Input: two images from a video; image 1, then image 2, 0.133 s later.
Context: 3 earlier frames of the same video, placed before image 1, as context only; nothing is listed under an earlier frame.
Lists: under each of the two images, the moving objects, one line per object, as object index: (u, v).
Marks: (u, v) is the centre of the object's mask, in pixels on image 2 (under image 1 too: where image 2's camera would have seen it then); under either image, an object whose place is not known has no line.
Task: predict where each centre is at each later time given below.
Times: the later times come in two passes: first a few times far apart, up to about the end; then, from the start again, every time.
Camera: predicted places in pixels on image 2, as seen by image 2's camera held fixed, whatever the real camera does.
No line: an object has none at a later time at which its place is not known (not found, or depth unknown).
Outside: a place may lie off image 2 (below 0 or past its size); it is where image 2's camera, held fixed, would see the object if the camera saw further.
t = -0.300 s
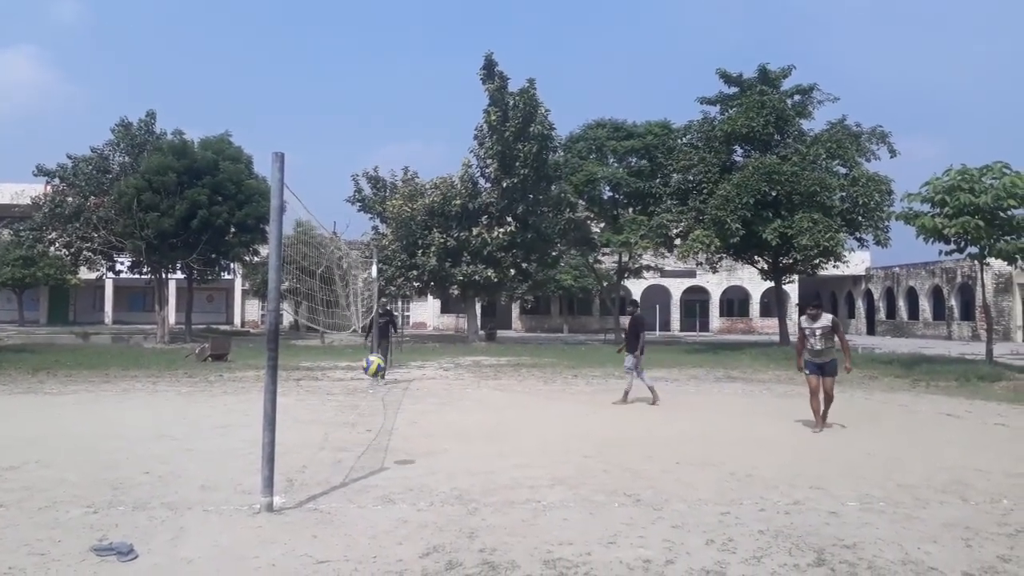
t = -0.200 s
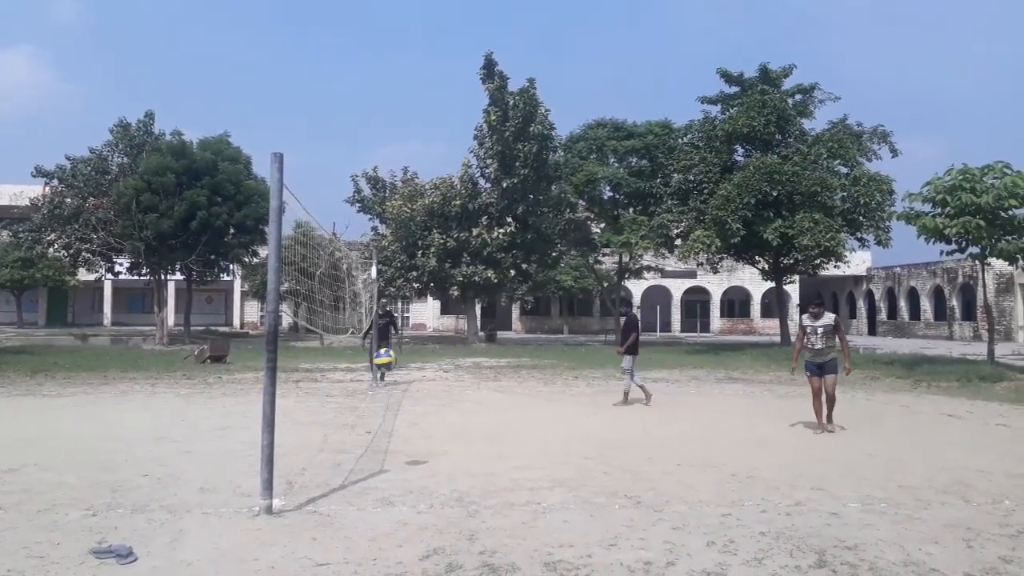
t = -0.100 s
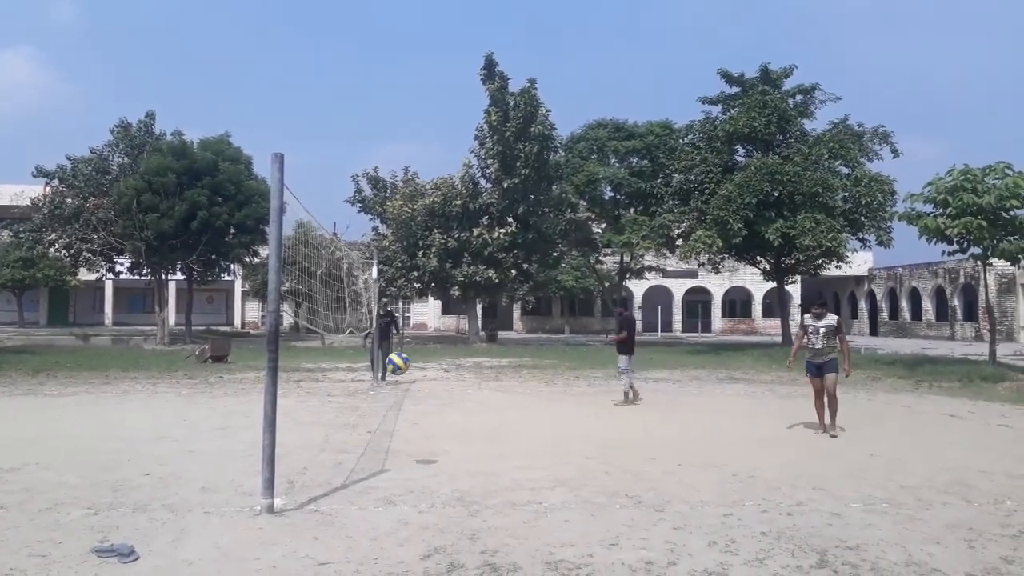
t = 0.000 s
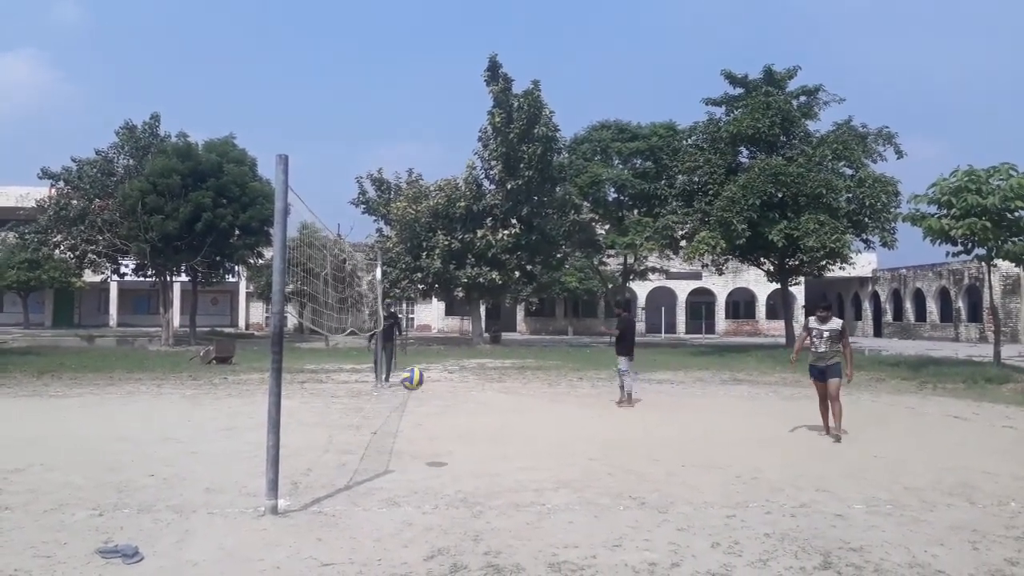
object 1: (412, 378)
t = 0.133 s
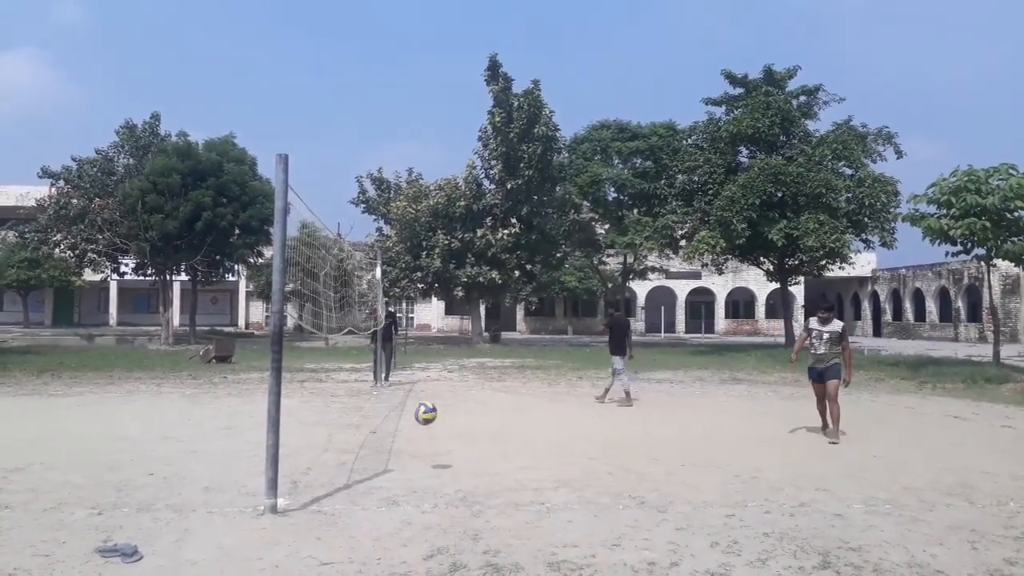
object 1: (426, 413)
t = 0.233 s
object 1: (435, 452)
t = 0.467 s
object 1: (467, 409)
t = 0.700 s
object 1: (498, 401)
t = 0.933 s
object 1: (527, 448)
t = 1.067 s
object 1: (545, 432)
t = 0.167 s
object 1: (429, 425)
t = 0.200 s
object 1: (432, 438)
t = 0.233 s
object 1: (435, 452)
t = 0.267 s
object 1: (438, 461)
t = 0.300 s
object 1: (443, 449)
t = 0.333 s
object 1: (449, 439)
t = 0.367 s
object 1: (453, 429)
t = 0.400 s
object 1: (458, 421)
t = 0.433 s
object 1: (463, 414)
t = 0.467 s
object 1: (467, 409)
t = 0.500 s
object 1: (472, 404)
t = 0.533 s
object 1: (477, 401)
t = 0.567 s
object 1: (481, 399)
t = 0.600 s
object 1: (486, 397)
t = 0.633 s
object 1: (490, 397)
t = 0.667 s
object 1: (494, 399)
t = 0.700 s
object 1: (498, 401)
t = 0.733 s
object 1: (503, 404)
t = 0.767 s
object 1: (507, 409)
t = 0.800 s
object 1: (511, 414)
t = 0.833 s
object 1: (515, 421)
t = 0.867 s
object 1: (519, 429)
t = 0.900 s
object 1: (523, 438)
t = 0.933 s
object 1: (527, 448)
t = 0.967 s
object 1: (531, 455)
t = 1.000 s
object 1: (535, 446)
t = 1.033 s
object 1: (540, 439)
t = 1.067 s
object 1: (545, 432)
